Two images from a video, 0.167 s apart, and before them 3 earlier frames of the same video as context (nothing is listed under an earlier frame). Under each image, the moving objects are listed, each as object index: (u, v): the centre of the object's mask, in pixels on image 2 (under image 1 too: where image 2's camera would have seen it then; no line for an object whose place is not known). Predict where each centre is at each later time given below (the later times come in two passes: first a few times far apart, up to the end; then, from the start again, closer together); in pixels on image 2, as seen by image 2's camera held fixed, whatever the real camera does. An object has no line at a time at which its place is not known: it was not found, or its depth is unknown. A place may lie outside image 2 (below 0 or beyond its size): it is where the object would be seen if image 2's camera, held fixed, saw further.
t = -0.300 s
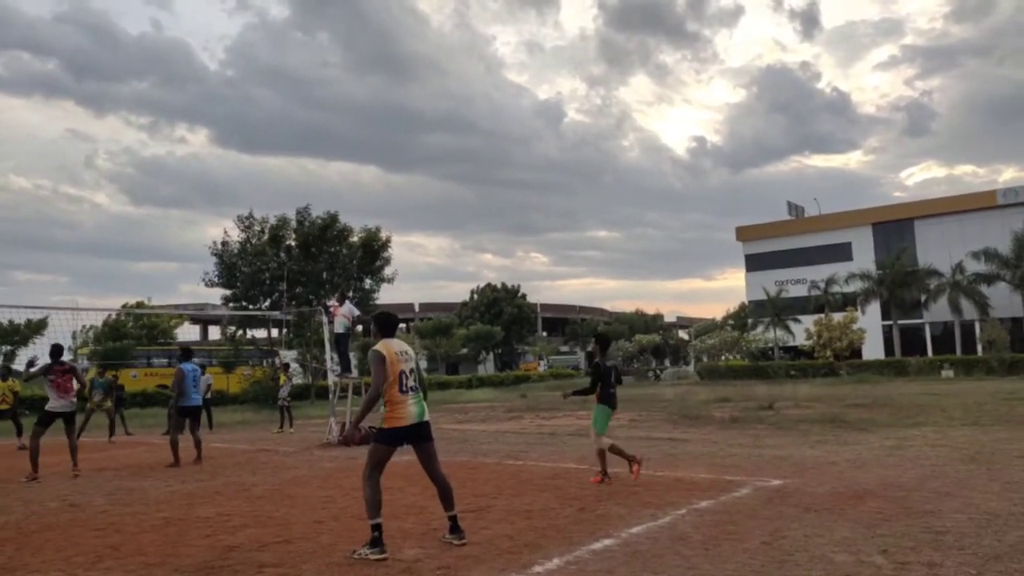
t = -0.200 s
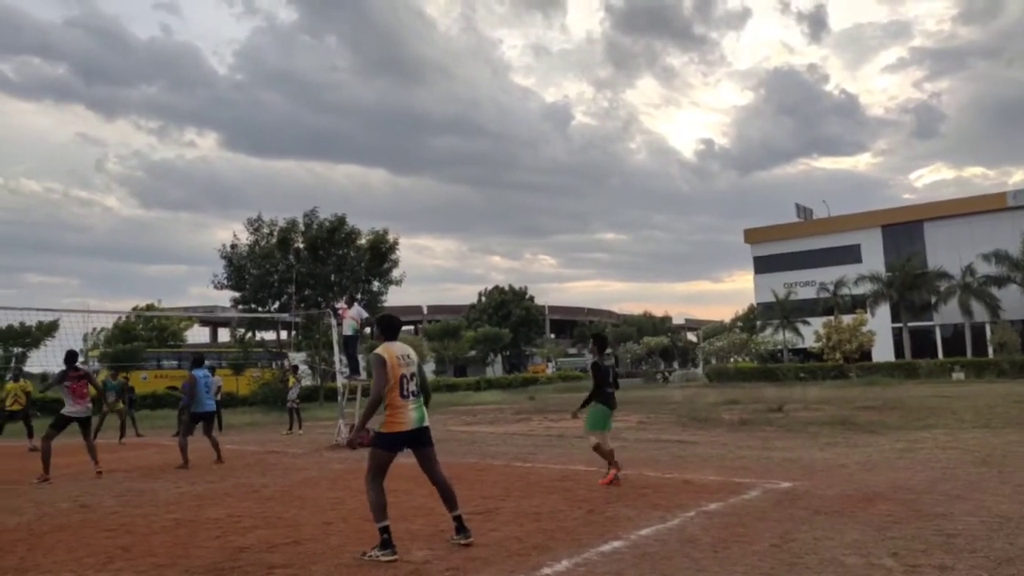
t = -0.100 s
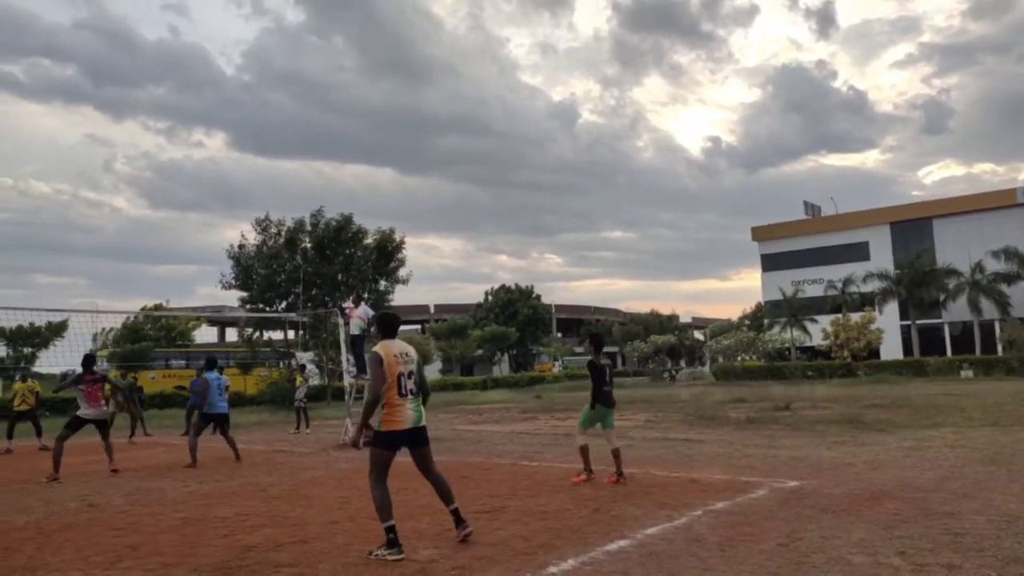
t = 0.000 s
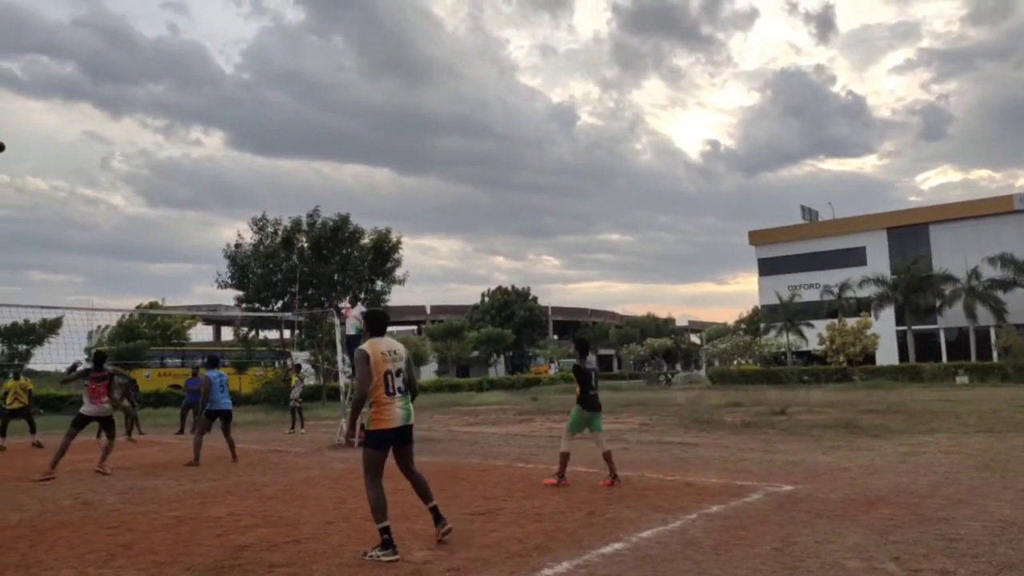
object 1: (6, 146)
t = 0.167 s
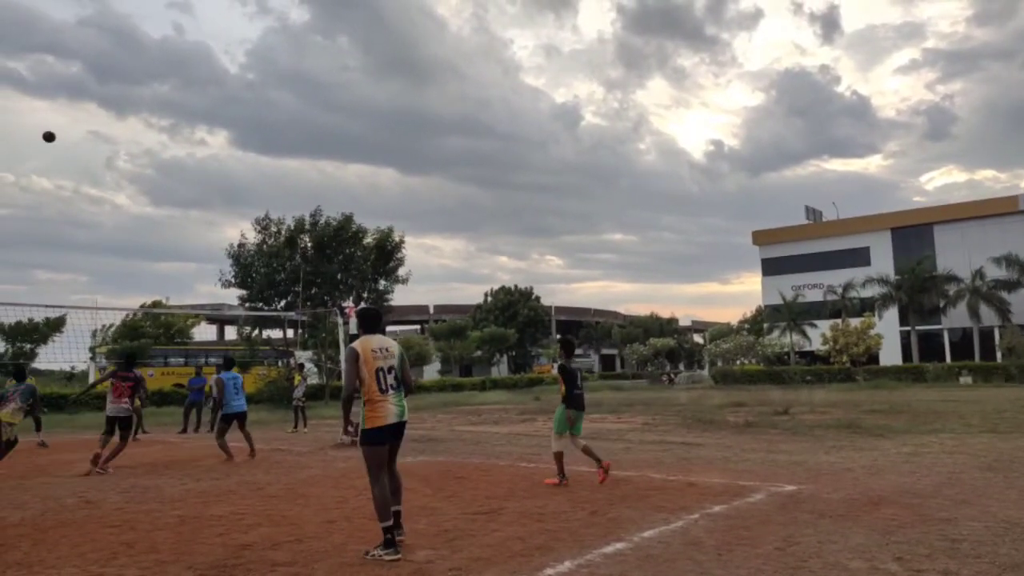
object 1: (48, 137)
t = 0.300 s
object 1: (84, 139)
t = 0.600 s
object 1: (160, 178)
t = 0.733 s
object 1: (195, 211)
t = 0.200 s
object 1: (57, 137)
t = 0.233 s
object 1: (66, 137)
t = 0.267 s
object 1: (76, 138)
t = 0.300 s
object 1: (84, 139)
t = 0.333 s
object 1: (92, 141)
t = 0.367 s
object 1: (101, 144)
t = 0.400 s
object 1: (111, 148)
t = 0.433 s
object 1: (119, 151)
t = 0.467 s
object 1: (127, 155)
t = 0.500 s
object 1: (135, 160)
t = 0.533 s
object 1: (144, 165)
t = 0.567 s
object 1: (152, 171)
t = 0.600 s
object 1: (160, 178)
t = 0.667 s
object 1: (178, 193)
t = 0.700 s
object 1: (187, 202)
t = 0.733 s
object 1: (195, 211)
